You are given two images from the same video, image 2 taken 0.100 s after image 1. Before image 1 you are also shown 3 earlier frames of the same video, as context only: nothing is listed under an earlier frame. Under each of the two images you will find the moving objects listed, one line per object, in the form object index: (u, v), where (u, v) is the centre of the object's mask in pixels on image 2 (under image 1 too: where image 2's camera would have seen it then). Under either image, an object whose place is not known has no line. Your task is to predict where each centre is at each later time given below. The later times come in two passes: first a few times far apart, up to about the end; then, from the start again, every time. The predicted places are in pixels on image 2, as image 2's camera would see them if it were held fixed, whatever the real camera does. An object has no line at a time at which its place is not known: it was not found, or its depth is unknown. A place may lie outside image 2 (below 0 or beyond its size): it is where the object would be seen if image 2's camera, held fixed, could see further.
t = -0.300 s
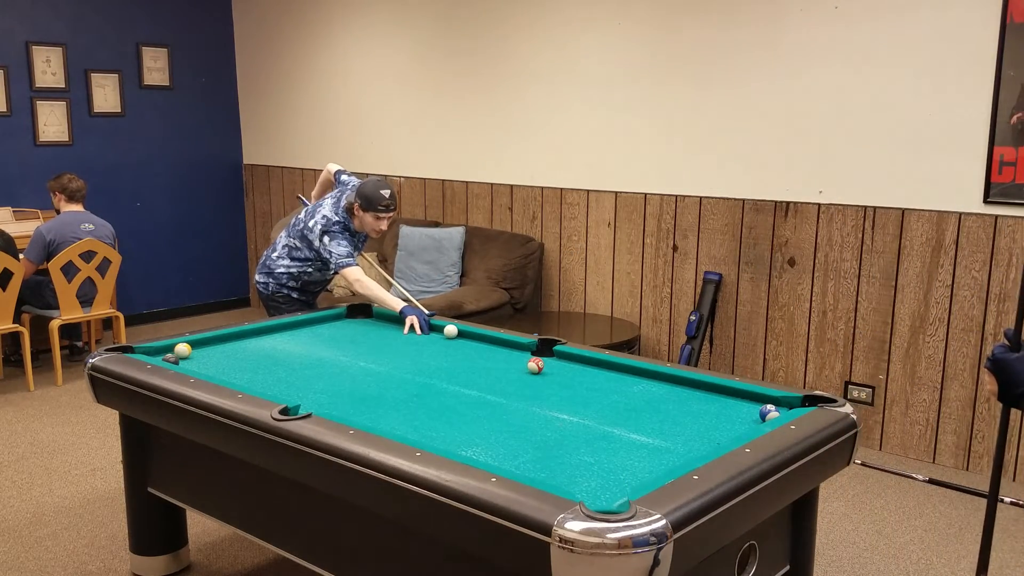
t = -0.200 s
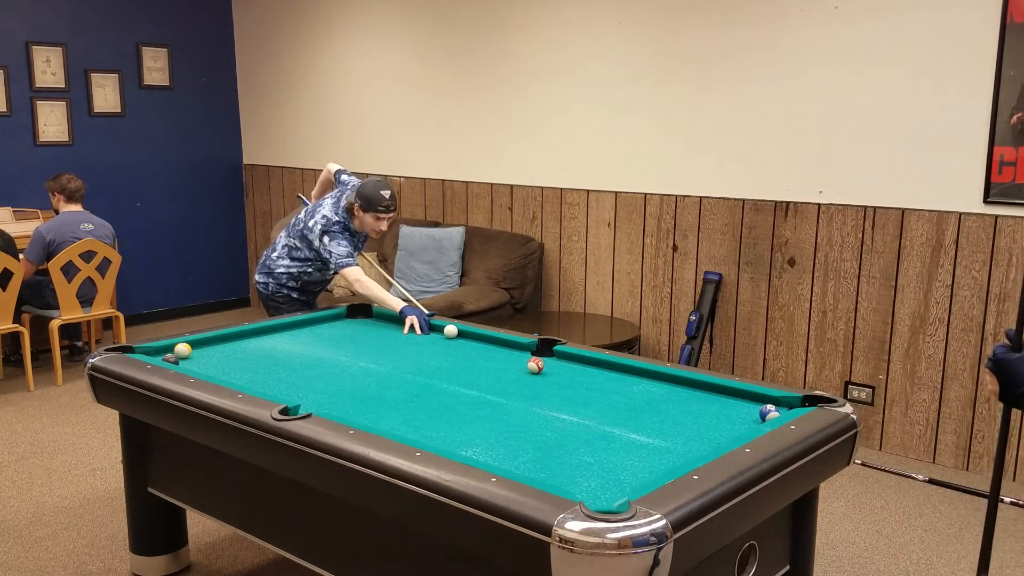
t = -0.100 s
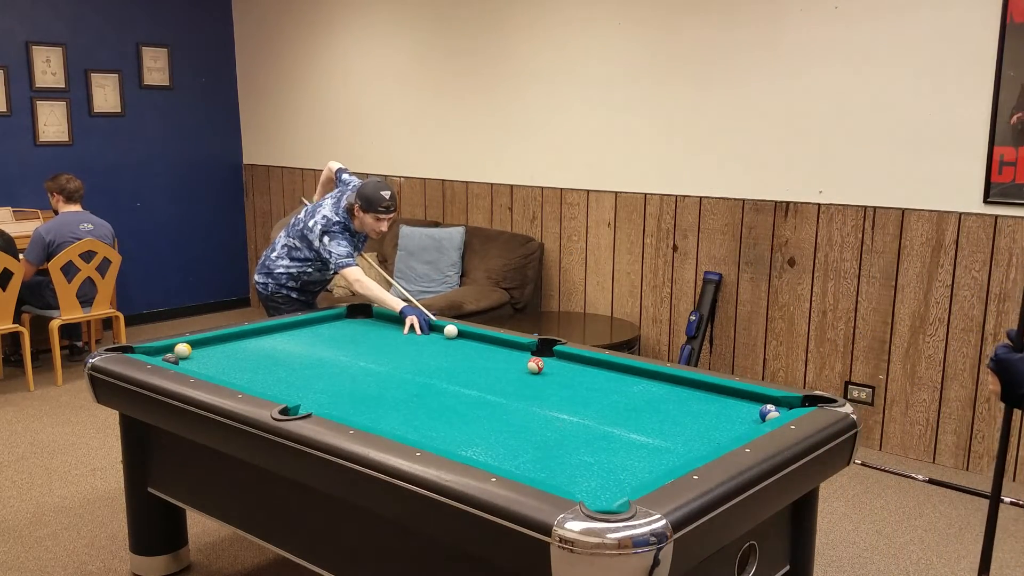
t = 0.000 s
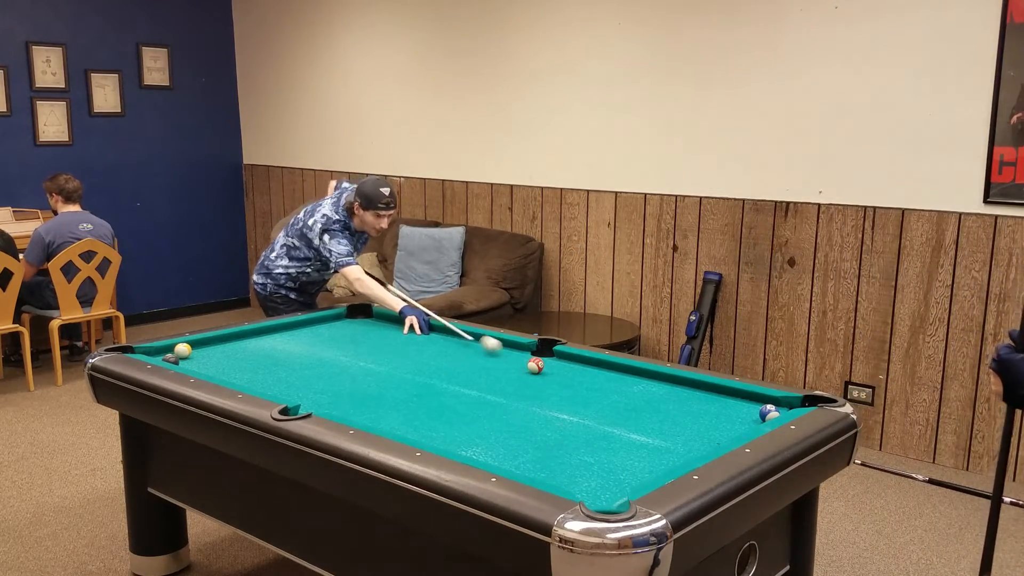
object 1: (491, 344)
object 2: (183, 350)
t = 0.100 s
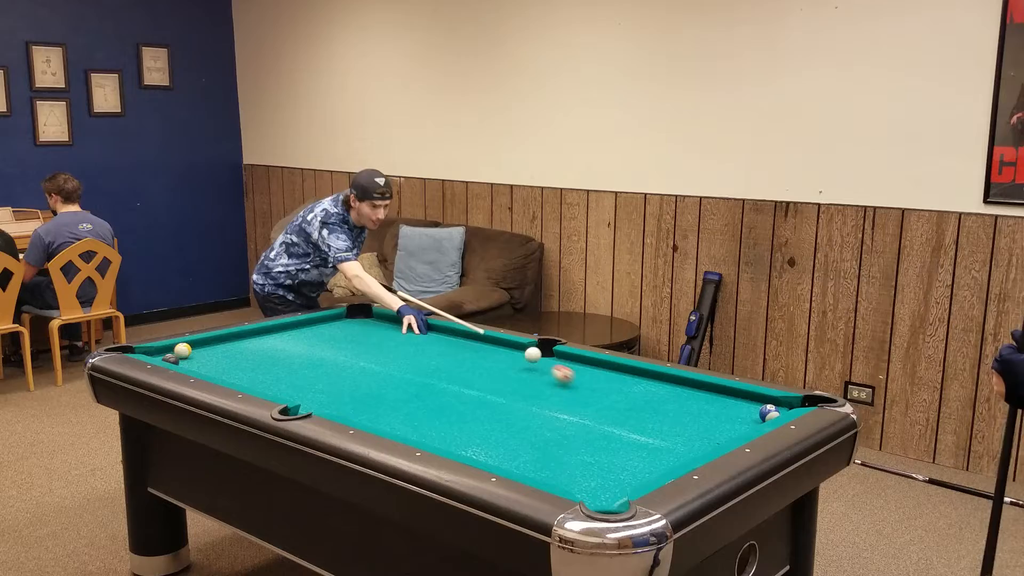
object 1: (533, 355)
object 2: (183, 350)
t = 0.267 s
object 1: (553, 365)
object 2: (182, 350)
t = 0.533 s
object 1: (592, 374)
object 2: (183, 350)
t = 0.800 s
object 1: (631, 383)
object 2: (183, 350)
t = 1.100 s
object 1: (676, 394)
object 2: (182, 350)
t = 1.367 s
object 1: (717, 402)
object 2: (182, 350)
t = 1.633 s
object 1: (752, 410)
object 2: (190, 350)
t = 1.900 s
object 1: (747, 408)
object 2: (219, 357)
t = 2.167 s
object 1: (741, 406)
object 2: (247, 364)
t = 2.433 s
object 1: (738, 406)
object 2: (274, 372)
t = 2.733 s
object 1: (735, 405)
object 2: (304, 380)
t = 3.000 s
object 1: (736, 405)
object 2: (330, 388)
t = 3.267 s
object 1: (736, 405)
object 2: (355, 396)
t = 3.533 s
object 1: (736, 405)
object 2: (379, 404)
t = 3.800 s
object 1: (736, 405)
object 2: (403, 412)
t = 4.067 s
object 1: (736, 405)
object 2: (425, 419)
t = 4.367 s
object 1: (736, 405)
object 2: (450, 427)
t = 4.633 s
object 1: (736, 405)
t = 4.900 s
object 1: (734, 405)
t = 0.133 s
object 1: (536, 354)
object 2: (183, 350)
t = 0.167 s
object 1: (540, 357)
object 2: (182, 350)
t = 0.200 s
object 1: (544, 363)
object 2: (183, 350)
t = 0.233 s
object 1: (549, 363)
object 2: (183, 350)
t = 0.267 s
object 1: (553, 365)
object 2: (182, 350)
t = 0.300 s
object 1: (558, 366)
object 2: (183, 350)
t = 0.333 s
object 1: (563, 368)
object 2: (183, 350)
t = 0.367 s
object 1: (568, 369)
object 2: (183, 350)
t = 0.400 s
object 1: (573, 370)
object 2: (183, 350)
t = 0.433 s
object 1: (578, 371)
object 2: (183, 350)
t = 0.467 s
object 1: (582, 372)
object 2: (182, 350)
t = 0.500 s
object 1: (587, 373)
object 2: (183, 350)
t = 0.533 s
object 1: (592, 374)
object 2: (183, 350)
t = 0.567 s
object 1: (597, 375)
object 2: (183, 350)
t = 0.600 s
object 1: (602, 376)
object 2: (183, 350)
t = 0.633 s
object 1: (607, 378)
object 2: (183, 350)
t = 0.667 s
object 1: (612, 379)
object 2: (183, 350)
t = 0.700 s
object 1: (616, 380)
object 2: (183, 350)
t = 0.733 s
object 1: (621, 381)
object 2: (183, 350)
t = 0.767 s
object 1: (626, 382)
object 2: (183, 350)
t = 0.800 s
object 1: (631, 383)
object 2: (183, 350)
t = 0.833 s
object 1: (636, 384)
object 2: (183, 350)
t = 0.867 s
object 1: (641, 385)
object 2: (183, 350)
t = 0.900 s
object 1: (646, 387)
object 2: (183, 350)
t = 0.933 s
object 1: (651, 388)
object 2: (183, 350)
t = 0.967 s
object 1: (656, 389)
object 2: (183, 350)
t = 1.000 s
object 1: (661, 390)
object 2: (183, 350)
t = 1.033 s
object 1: (666, 391)
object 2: (183, 350)
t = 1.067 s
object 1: (671, 392)
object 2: (183, 350)
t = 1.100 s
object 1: (676, 394)
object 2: (182, 350)
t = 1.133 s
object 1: (682, 395)
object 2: (183, 350)
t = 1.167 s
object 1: (687, 396)
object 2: (183, 350)
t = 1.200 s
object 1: (692, 397)
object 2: (182, 350)
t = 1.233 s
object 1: (697, 398)
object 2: (183, 350)
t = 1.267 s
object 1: (702, 399)
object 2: (182, 350)
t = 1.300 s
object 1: (707, 400)
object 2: (182, 350)
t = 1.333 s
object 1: (712, 401)
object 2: (182, 350)
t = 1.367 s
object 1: (717, 402)
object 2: (182, 350)
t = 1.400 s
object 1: (723, 404)
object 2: (182, 350)
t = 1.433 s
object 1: (728, 405)
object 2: (181, 350)
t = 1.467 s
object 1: (733, 406)
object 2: (179, 346)
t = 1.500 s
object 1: (738, 407)
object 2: (177, 345)
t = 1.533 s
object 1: (743, 408)
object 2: (180, 346)
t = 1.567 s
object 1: (748, 409)
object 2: (183, 348)
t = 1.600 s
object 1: (751, 410)
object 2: (186, 349)
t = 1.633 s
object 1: (752, 410)
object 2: (190, 350)
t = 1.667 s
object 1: (751, 410)
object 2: (193, 351)
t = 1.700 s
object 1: (751, 409)
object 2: (197, 352)
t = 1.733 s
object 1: (750, 409)
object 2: (201, 352)
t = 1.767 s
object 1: (749, 409)
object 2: (204, 354)
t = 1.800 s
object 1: (749, 408)
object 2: (208, 354)
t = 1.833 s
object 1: (748, 408)
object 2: (211, 355)
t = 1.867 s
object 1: (747, 408)
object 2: (215, 356)
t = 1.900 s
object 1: (747, 408)
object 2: (219, 357)
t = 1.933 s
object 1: (746, 407)
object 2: (222, 358)
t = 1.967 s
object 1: (745, 407)
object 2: (226, 359)
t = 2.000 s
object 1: (745, 407)
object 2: (229, 360)
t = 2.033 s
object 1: (744, 407)
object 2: (233, 361)
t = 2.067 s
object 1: (743, 407)
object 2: (236, 362)
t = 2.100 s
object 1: (742, 406)
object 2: (239, 363)
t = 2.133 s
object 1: (742, 406)
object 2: (243, 363)
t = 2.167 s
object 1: (741, 406)
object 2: (247, 364)
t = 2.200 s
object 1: (740, 406)
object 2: (250, 365)
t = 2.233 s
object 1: (740, 406)
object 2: (254, 366)
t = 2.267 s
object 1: (739, 406)
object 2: (257, 367)
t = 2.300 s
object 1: (739, 406)
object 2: (261, 368)
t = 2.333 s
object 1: (739, 406)
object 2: (264, 369)
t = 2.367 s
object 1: (738, 406)
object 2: (267, 370)
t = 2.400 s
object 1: (738, 406)
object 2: (271, 371)
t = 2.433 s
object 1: (738, 406)
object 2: (274, 372)
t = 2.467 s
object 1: (737, 406)
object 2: (278, 373)
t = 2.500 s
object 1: (737, 405)
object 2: (281, 374)
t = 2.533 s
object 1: (736, 405)
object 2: (284, 375)
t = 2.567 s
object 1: (736, 405)
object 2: (287, 376)
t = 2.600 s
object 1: (736, 405)
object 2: (291, 377)
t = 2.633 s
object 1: (736, 405)
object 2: (294, 378)
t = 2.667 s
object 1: (735, 405)
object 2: (297, 379)
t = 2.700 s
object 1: (735, 405)
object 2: (300, 380)
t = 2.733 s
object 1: (735, 405)
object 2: (304, 380)
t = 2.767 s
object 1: (735, 405)
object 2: (307, 382)
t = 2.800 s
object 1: (735, 405)
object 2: (310, 383)
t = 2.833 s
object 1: (735, 405)
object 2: (314, 384)
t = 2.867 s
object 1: (735, 405)
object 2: (317, 385)
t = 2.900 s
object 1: (736, 405)
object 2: (320, 386)
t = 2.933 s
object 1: (736, 405)
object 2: (323, 386)
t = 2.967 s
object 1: (736, 405)
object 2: (326, 387)
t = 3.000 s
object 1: (736, 405)
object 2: (330, 388)
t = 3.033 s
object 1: (736, 405)
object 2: (333, 389)
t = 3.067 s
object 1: (736, 405)
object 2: (336, 390)
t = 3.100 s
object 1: (736, 405)
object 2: (339, 391)
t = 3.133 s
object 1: (736, 405)
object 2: (342, 392)
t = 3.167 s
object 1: (736, 405)
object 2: (345, 393)
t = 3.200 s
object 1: (736, 405)
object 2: (348, 394)
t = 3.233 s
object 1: (736, 405)
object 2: (351, 395)
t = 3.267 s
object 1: (736, 405)
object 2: (355, 396)
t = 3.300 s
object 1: (736, 405)
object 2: (358, 397)
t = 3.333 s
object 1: (736, 405)
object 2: (361, 398)
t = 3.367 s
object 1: (736, 405)
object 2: (364, 399)
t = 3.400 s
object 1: (736, 405)
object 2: (367, 400)
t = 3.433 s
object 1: (736, 405)
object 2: (370, 401)
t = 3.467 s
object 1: (736, 405)
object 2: (373, 402)
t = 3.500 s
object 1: (736, 405)
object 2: (376, 403)
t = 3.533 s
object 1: (736, 405)
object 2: (379, 404)
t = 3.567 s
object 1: (736, 405)
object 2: (382, 405)
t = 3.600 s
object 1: (736, 405)
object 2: (385, 406)
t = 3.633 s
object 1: (736, 405)
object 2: (388, 407)
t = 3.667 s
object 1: (736, 405)
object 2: (391, 408)
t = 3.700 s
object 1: (736, 405)
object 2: (394, 409)
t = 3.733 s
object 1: (736, 405)
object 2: (397, 410)
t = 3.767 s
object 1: (736, 405)
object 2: (399, 411)
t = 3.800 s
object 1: (736, 405)
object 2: (403, 412)
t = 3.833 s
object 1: (736, 405)
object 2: (405, 412)
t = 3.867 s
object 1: (736, 405)
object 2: (408, 414)
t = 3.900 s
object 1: (736, 405)
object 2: (411, 414)
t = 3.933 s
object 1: (736, 405)
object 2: (414, 415)
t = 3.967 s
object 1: (736, 405)
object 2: (417, 416)
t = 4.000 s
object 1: (736, 405)
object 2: (420, 417)
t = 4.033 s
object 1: (736, 405)
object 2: (423, 418)
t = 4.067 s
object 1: (736, 405)
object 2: (425, 419)
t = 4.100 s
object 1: (736, 405)
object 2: (429, 420)
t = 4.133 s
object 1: (736, 405)
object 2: (431, 421)
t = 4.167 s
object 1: (736, 405)
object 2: (434, 422)
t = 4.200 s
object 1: (736, 405)
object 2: (437, 423)
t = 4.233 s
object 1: (736, 405)
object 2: (440, 423)
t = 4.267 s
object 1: (736, 405)
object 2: (442, 424)
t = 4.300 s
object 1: (736, 405)
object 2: (445, 425)
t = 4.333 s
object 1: (736, 405)
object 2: (448, 426)
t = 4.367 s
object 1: (736, 405)
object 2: (450, 427)
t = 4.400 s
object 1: (736, 405)
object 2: (453, 428)
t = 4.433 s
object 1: (736, 405)
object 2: (456, 429)
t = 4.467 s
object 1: (736, 405)
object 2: (459, 430)
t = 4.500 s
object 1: (736, 405)
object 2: (461, 430)
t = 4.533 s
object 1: (736, 405)
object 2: (464, 431)
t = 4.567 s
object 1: (736, 405)
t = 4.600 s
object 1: (736, 405)
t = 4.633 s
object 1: (736, 405)
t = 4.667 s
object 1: (736, 405)
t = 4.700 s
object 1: (736, 405)
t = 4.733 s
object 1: (736, 405)
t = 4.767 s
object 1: (736, 405)
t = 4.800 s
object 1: (736, 405)
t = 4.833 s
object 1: (736, 405)
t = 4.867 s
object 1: (736, 405)
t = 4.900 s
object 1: (734, 405)
